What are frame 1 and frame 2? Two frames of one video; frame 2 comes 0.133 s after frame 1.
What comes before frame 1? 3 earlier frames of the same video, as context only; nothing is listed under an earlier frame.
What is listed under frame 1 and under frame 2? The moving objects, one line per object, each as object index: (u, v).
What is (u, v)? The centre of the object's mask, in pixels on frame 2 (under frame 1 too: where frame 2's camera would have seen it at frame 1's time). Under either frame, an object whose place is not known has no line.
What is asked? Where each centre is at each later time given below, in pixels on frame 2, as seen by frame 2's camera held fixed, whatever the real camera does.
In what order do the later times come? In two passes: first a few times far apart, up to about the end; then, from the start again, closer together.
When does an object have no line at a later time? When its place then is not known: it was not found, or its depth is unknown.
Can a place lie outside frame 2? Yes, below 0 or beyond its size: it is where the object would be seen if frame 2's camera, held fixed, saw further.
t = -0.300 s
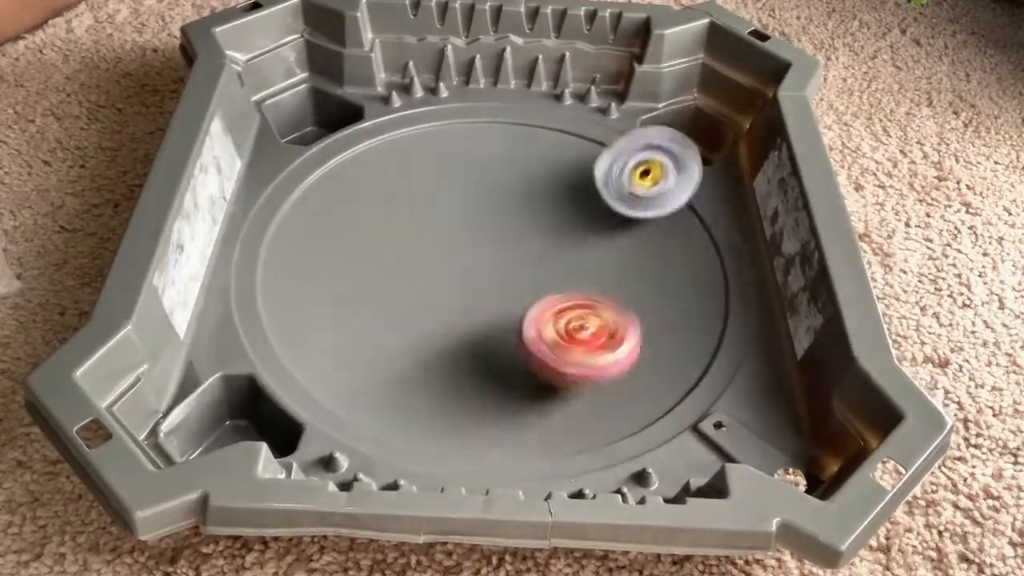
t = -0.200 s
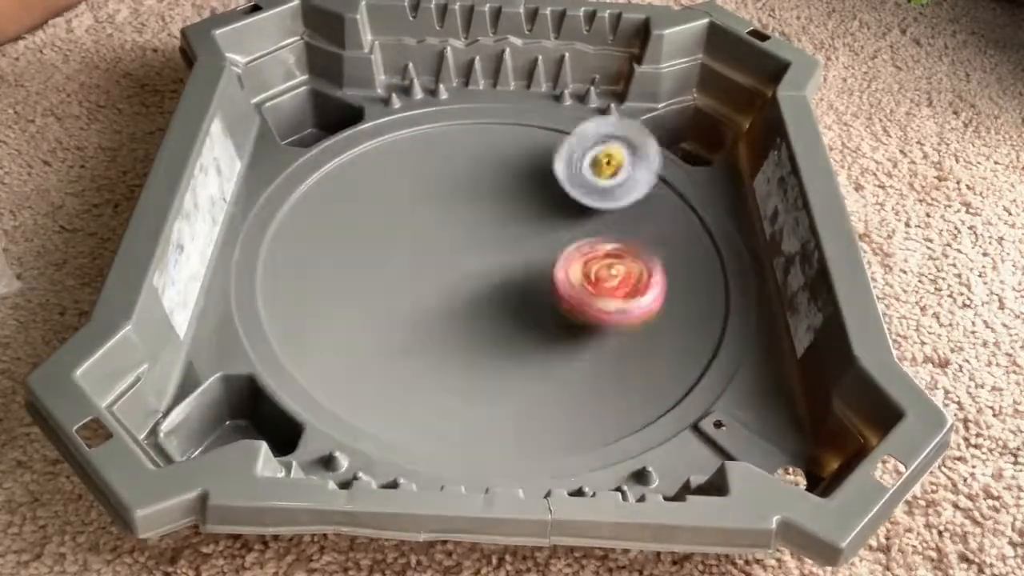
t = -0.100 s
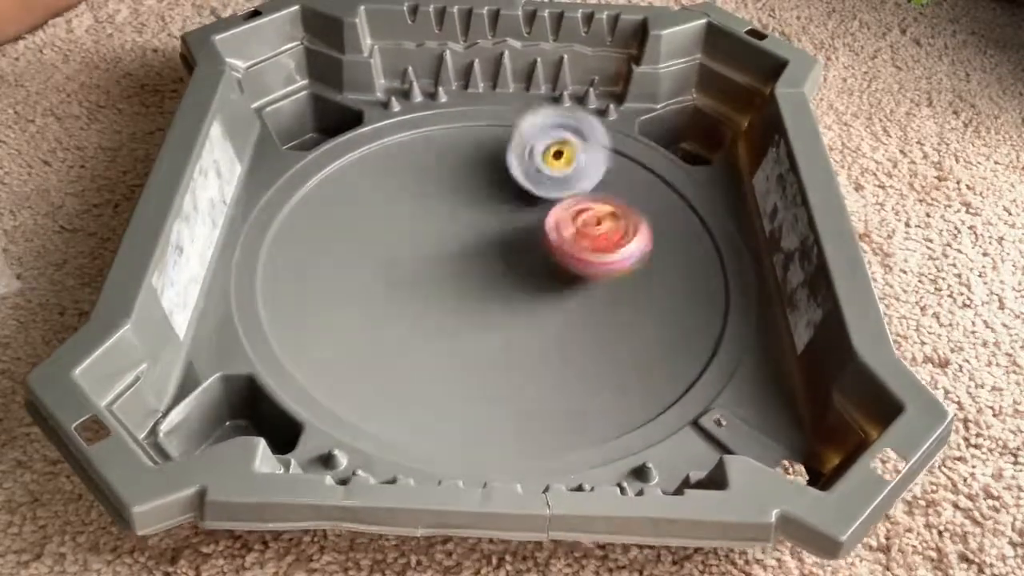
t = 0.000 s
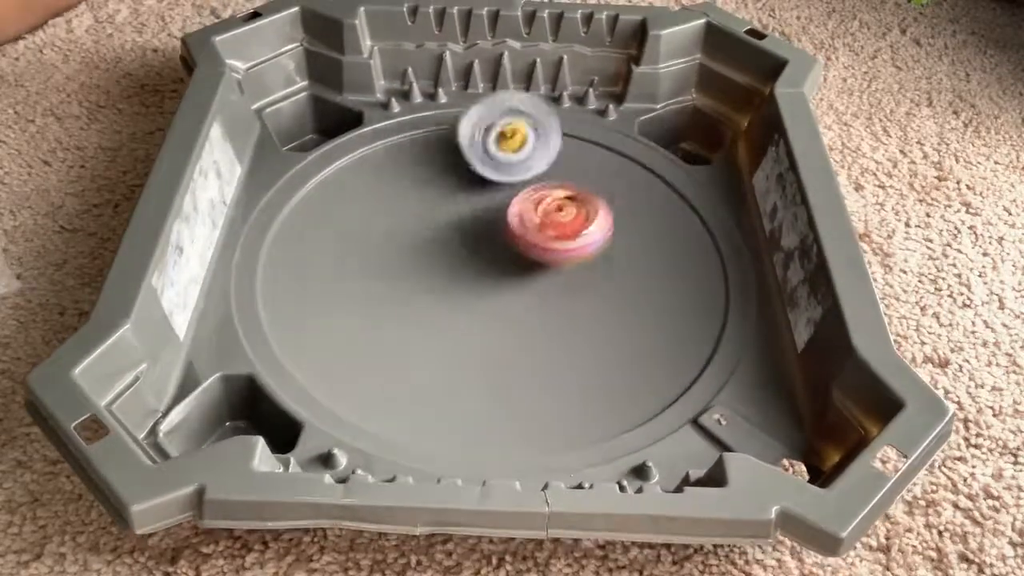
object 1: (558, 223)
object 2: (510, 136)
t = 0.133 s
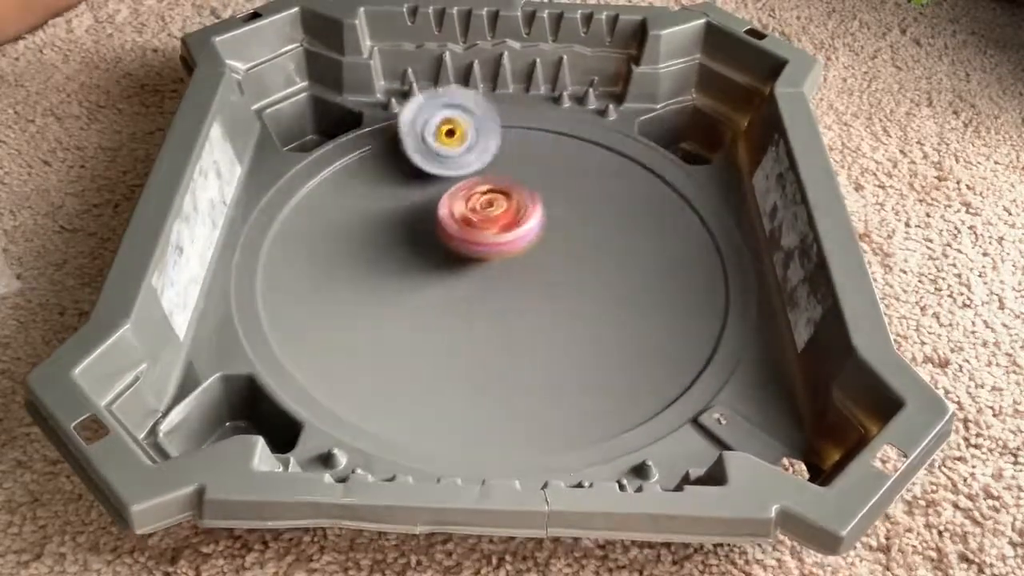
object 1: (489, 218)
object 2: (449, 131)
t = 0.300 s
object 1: (429, 259)
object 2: (377, 145)
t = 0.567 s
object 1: (516, 323)
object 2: (317, 221)
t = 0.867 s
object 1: (574, 235)
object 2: (374, 329)
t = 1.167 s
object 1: (439, 223)
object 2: (544, 367)
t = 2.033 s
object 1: (545, 260)
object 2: (601, 163)
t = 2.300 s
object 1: (448, 287)
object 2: (483, 194)
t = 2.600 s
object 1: (509, 359)
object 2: (385, 231)
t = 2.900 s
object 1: (608, 280)
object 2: (386, 308)
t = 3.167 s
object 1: (483, 201)
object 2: (488, 345)
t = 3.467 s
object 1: (388, 256)
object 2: (598, 299)
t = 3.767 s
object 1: (545, 310)
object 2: (609, 216)
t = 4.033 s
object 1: (631, 240)
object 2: (543, 179)
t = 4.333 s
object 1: (594, 214)
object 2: (429, 207)
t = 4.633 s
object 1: (539, 293)
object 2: (424, 278)
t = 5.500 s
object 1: (609, 245)
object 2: (418, 261)
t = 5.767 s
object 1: (493, 239)
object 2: (425, 293)
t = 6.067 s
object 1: (517, 186)
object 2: (433, 301)
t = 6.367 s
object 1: (540, 197)
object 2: (464, 277)
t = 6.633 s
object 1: (558, 247)
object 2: (486, 294)
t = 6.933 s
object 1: (608, 312)
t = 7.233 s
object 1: (604, 301)
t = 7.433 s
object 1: (609, 295)
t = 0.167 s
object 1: (472, 223)
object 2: (434, 132)
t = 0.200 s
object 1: (457, 229)
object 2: (419, 133)
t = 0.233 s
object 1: (444, 238)
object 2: (404, 136)
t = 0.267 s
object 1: (435, 248)
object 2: (391, 140)
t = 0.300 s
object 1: (429, 259)
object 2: (377, 145)
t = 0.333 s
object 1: (427, 272)
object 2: (365, 151)
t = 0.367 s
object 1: (430, 285)
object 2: (354, 158)
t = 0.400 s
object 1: (436, 296)
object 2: (344, 166)
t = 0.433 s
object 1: (446, 306)
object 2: (336, 175)
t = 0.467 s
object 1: (460, 313)
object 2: (328, 185)
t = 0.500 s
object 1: (478, 319)
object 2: (323, 196)
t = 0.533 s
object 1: (497, 322)
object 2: (319, 208)
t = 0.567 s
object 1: (516, 323)
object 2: (317, 221)
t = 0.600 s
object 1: (535, 320)
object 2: (315, 232)
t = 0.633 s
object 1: (552, 315)
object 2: (316, 245)
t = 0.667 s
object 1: (568, 307)
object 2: (318, 258)
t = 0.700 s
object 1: (577, 297)
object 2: (322, 270)
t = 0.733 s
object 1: (585, 285)
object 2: (329, 283)
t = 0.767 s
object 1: (587, 272)
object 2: (337, 295)
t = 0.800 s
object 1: (586, 259)
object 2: (348, 306)
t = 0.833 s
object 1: (581, 246)
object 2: (360, 318)
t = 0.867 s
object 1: (574, 235)
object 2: (374, 329)
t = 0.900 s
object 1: (562, 224)
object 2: (389, 338)
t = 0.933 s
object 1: (549, 216)
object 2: (405, 346)
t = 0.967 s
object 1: (534, 211)
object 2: (423, 353)
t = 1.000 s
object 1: (518, 207)
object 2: (442, 360)
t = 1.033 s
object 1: (502, 204)
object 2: (462, 364)
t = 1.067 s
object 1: (484, 205)
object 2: (482, 367)
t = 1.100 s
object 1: (467, 208)
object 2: (504, 369)
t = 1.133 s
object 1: (452, 214)
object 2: (523, 369)
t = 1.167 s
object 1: (439, 223)
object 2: (544, 367)
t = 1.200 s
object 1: (428, 233)
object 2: (564, 365)
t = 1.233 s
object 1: (423, 244)
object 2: (583, 359)
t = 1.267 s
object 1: (421, 256)
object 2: (601, 354)
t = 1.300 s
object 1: (423, 269)
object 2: (617, 347)
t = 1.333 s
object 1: (428, 281)
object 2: (633, 339)
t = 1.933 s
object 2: (642, 168)
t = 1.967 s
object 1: (575, 259)
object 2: (628, 165)
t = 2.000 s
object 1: (560, 259)
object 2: (614, 162)
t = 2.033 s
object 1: (545, 260)
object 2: (601, 163)
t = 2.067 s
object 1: (530, 261)
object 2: (585, 164)
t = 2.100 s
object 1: (515, 264)
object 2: (569, 167)
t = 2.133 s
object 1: (501, 267)
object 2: (553, 169)
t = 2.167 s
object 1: (488, 269)
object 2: (539, 173)
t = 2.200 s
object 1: (475, 273)
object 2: (524, 178)
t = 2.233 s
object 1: (464, 278)
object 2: (509, 183)
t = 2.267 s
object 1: (455, 283)
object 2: (495, 188)
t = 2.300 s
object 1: (448, 287)
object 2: (483, 194)
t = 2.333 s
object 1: (444, 292)
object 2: (470, 203)
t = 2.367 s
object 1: (442, 296)
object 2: (458, 210)
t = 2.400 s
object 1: (441, 300)
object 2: (447, 216)
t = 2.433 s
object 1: (440, 304)
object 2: (437, 223)
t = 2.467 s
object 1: (447, 316)
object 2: (424, 223)
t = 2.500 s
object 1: (460, 333)
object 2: (411, 218)
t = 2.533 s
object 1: (475, 344)
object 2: (401, 219)
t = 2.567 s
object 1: (492, 353)
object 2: (394, 225)
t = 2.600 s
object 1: (509, 359)
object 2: (385, 231)
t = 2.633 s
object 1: (530, 361)
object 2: (380, 238)
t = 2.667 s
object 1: (551, 361)
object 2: (375, 247)
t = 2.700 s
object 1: (570, 355)
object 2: (370, 255)
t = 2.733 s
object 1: (588, 346)
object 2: (369, 263)
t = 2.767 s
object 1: (598, 339)
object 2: (369, 272)
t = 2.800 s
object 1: (607, 326)
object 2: (369, 282)
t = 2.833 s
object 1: (612, 311)
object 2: (374, 291)
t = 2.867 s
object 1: (613, 296)
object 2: (379, 299)
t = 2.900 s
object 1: (608, 280)
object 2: (386, 308)
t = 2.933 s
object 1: (599, 267)
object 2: (395, 316)
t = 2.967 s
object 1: (588, 253)
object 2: (405, 323)
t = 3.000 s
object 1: (574, 240)
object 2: (417, 330)
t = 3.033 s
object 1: (560, 229)
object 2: (430, 335)
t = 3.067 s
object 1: (541, 218)
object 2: (444, 339)
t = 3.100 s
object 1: (522, 211)
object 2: (458, 342)
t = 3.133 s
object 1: (503, 206)
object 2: (473, 345)
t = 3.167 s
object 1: (483, 201)
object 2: (488, 345)
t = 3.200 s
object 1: (467, 199)
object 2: (503, 345)
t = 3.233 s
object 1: (447, 200)
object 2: (518, 343)
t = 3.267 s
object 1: (431, 204)
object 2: (533, 339)
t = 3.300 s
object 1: (416, 207)
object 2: (546, 335)
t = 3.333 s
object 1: (405, 214)
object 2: (558, 330)
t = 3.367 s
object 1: (396, 221)
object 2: (570, 323)
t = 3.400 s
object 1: (386, 233)
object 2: (580, 316)
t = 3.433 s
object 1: (386, 244)
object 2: (590, 308)
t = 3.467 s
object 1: (388, 256)
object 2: (598, 299)
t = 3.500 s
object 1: (396, 266)
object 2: (605, 290)
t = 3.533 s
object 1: (403, 279)
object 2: (610, 280)
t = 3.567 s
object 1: (419, 290)
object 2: (614, 271)
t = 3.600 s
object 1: (437, 299)
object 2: (616, 261)
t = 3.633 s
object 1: (456, 306)
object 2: (618, 252)
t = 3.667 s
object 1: (476, 310)
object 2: (617, 242)
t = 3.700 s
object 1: (500, 313)
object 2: (616, 233)
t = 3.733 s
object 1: (523, 311)
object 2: (614, 224)
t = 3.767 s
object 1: (545, 310)
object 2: (609, 216)
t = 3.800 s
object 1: (564, 305)
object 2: (604, 208)
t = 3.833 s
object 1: (584, 299)
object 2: (598, 201)
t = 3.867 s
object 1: (600, 290)
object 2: (590, 195)
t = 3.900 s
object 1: (611, 282)
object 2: (583, 190)
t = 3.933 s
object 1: (621, 272)
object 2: (573, 186)
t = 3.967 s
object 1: (629, 262)
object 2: (563, 182)
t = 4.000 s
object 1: (633, 249)
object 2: (554, 180)
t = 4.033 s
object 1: (631, 240)
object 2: (543, 179)
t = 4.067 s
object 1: (627, 230)
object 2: (532, 179)
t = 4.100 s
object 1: (622, 221)
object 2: (521, 181)
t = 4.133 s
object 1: (612, 214)
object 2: (509, 184)
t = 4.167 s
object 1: (600, 210)
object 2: (497, 186)
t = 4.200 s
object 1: (605, 208)
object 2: (473, 189)
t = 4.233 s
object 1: (604, 207)
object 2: (455, 194)
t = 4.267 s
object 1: (601, 209)
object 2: (445, 199)
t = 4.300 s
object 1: (599, 211)
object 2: (437, 203)
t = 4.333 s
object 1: (594, 214)
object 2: (429, 207)
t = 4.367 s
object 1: (587, 220)
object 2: (422, 213)
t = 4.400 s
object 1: (582, 227)
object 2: (417, 220)
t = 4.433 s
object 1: (577, 233)
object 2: (412, 228)
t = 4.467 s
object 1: (570, 243)
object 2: (410, 236)
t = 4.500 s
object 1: (563, 253)
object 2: (409, 245)
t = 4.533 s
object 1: (557, 262)
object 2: (410, 253)
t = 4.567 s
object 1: (550, 273)
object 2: (413, 262)
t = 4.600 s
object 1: (544, 284)
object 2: (418, 270)
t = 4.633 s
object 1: (539, 293)
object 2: (424, 278)
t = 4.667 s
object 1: (562, 306)
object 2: (409, 276)
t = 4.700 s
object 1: (587, 318)
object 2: (389, 272)
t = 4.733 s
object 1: (604, 326)
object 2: (382, 273)
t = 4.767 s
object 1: (620, 331)
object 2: (384, 278)
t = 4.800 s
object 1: (636, 335)
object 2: (391, 285)
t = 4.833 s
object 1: (652, 339)
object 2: (397, 289)
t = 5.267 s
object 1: (634, 288)
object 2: (448, 272)
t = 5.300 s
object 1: (640, 281)
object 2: (435, 274)
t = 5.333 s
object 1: (642, 274)
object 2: (428, 271)
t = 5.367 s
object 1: (640, 266)
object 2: (425, 268)
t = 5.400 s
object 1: (635, 261)
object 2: (423, 265)
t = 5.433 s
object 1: (630, 254)
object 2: (421, 264)
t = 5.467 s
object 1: (620, 250)
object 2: (420, 262)
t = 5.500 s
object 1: (609, 245)
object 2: (418, 261)
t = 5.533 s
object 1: (596, 242)
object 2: (416, 262)
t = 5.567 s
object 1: (583, 239)
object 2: (414, 263)
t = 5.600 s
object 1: (565, 238)
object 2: (412, 266)
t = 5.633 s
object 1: (552, 237)
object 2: (413, 269)
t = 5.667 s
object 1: (533, 238)
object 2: (415, 274)
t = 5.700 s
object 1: (518, 239)
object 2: (421, 279)
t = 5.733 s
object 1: (501, 241)
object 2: (425, 285)
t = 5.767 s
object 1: (493, 239)
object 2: (425, 293)
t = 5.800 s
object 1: (497, 232)
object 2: (413, 302)
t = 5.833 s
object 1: (509, 218)
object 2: (403, 305)
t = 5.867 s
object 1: (516, 212)
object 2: (404, 306)
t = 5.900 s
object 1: (521, 207)
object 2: (414, 308)
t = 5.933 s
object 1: (522, 203)
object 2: (425, 309)
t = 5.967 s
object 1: (521, 199)
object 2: (428, 311)
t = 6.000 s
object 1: (519, 193)
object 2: (430, 310)
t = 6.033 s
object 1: (520, 188)
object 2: (429, 306)
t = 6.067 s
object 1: (517, 186)
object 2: (433, 301)
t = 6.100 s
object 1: (515, 183)
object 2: (436, 295)
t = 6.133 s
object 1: (512, 185)
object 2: (440, 289)
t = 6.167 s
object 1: (508, 186)
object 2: (447, 283)
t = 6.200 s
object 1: (507, 189)
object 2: (453, 275)
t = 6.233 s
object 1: (512, 193)
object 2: (448, 270)
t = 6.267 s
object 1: (525, 192)
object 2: (448, 270)
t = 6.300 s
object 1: (532, 193)
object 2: (449, 270)
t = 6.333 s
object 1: (535, 195)
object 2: (454, 274)
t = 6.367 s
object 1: (540, 197)
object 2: (464, 277)
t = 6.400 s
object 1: (548, 201)
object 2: (473, 277)
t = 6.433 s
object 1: (551, 209)
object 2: (476, 277)
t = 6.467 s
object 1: (553, 218)
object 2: (477, 277)
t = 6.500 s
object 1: (555, 226)
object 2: (478, 280)
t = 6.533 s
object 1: (551, 234)
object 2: (479, 281)
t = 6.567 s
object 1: (551, 240)
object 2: (481, 286)
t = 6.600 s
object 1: (557, 242)
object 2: (482, 290)
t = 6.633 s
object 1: (558, 247)
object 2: (486, 294)
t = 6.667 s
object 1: (559, 253)
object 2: (490, 296)
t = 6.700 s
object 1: (569, 262)
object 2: (494, 301)
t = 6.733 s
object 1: (575, 269)
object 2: (497, 305)
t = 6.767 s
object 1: (583, 276)
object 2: (500, 309)
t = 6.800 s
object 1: (583, 286)
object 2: (500, 313)
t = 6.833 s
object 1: (596, 297)
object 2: (494, 317)
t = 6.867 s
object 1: (601, 305)
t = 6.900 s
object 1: (605, 309)
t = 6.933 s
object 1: (608, 312)
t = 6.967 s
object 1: (612, 311)
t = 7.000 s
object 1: (612, 315)
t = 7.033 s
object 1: (609, 315)
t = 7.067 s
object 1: (606, 315)
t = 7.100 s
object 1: (601, 311)
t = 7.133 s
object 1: (601, 308)
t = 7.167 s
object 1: (602, 306)
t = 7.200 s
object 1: (603, 304)
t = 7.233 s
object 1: (604, 301)
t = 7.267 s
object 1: (605, 300)
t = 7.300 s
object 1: (607, 298)
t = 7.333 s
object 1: (609, 296)
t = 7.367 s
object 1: (610, 295)
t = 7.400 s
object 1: (611, 295)
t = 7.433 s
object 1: (609, 295)
